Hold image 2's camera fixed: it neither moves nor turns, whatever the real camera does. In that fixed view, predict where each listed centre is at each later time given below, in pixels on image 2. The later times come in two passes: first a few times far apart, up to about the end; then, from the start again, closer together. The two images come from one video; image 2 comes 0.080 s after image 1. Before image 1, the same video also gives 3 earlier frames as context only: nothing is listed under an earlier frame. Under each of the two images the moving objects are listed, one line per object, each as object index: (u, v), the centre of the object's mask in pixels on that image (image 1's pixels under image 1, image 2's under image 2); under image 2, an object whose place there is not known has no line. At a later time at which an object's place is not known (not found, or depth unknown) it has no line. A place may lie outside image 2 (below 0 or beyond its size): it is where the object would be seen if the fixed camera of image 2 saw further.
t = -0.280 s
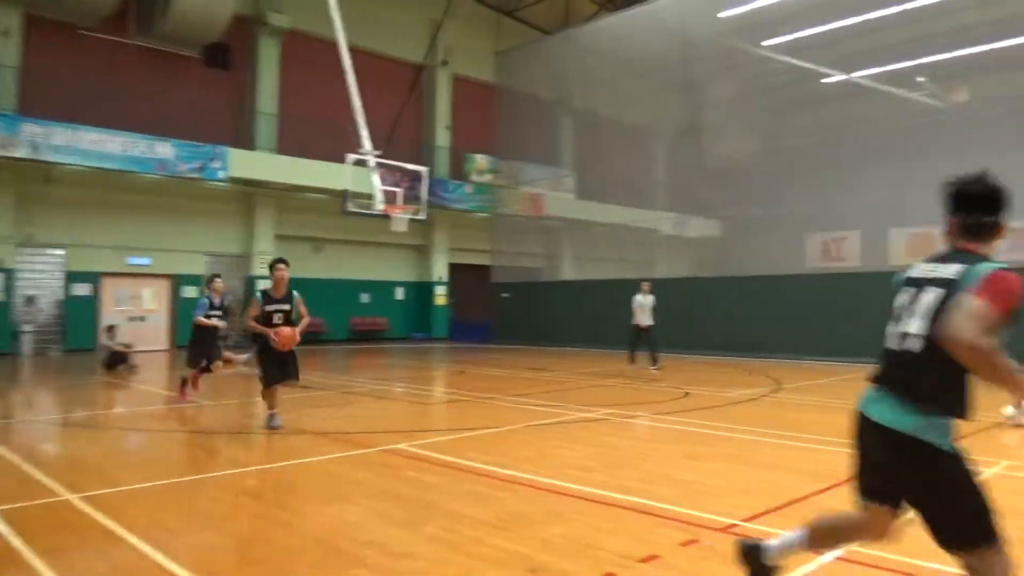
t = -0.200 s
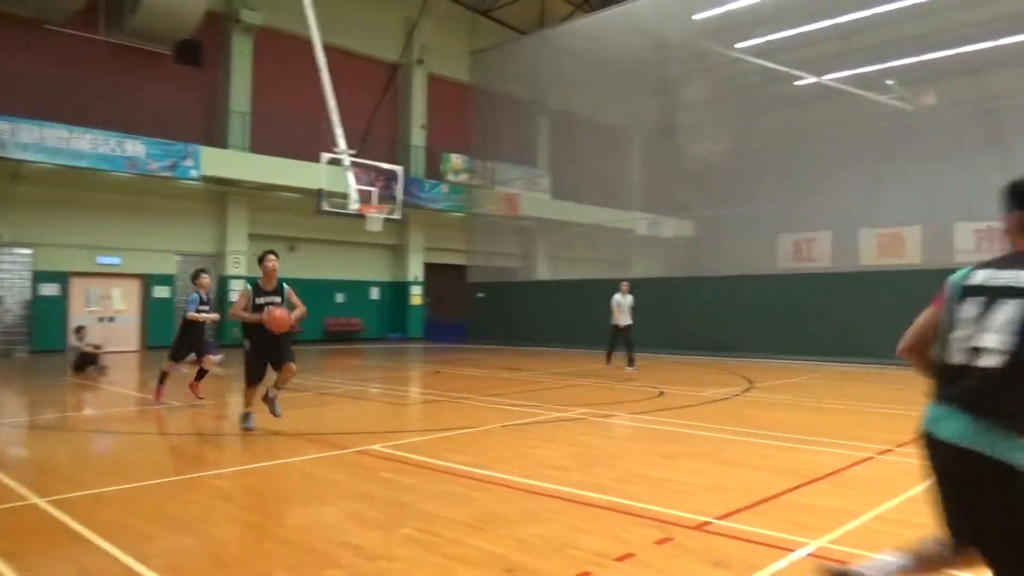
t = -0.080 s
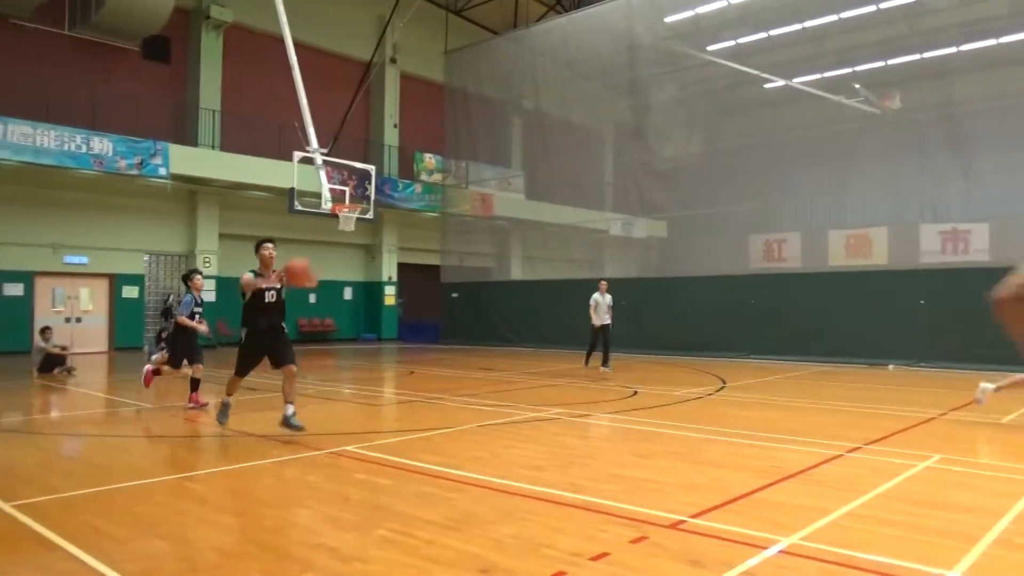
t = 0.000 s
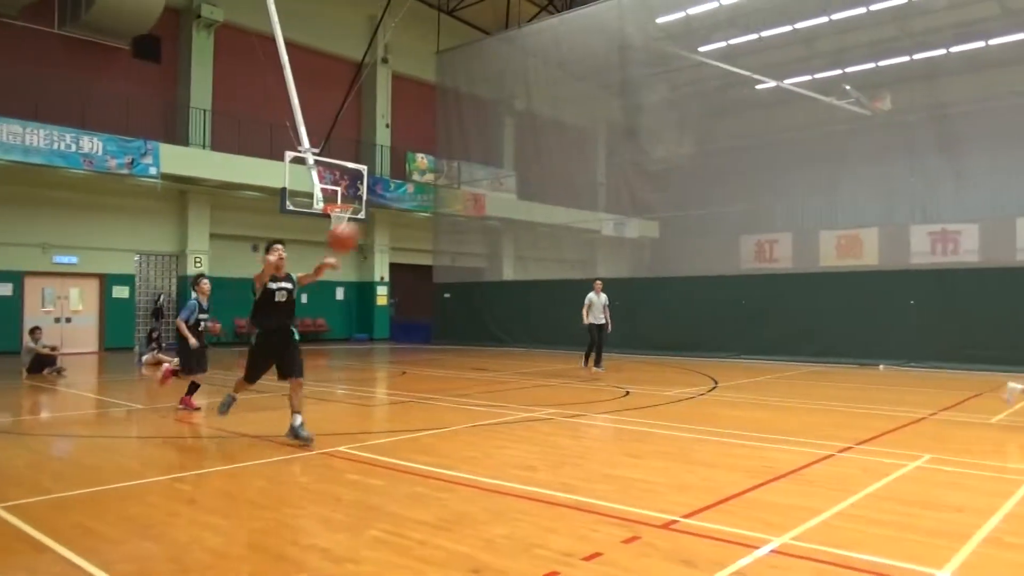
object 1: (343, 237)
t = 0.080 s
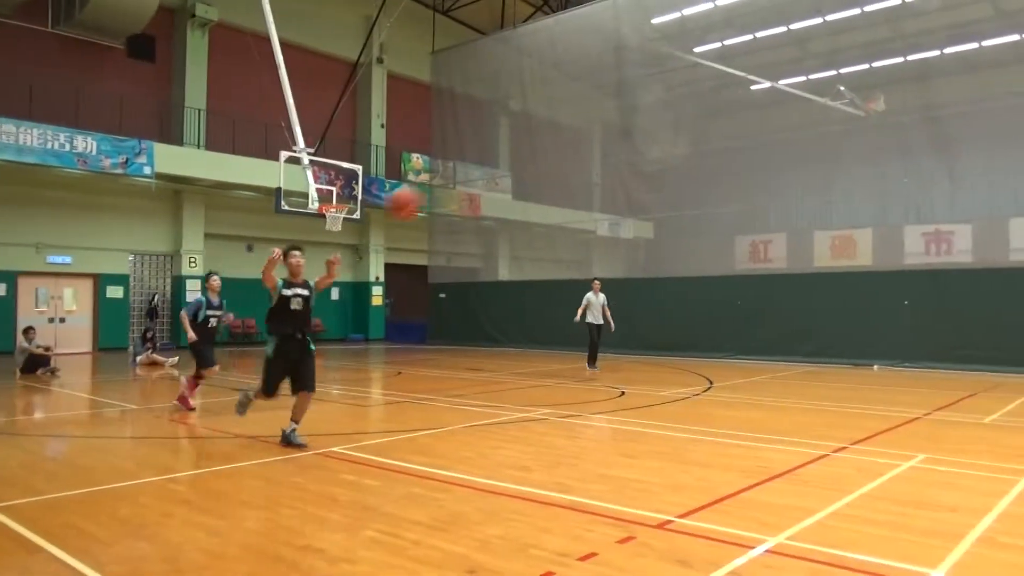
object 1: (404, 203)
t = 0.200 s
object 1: (533, 153)
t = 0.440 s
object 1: (1006, 66)
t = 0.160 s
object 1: (486, 170)
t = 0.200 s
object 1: (533, 153)
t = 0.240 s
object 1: (586, 138)
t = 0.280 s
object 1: (645, 123)
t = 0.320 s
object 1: (717, 108)
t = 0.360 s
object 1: (797, 91)
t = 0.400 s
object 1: (889, 80)
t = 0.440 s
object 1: (1006, 66)
